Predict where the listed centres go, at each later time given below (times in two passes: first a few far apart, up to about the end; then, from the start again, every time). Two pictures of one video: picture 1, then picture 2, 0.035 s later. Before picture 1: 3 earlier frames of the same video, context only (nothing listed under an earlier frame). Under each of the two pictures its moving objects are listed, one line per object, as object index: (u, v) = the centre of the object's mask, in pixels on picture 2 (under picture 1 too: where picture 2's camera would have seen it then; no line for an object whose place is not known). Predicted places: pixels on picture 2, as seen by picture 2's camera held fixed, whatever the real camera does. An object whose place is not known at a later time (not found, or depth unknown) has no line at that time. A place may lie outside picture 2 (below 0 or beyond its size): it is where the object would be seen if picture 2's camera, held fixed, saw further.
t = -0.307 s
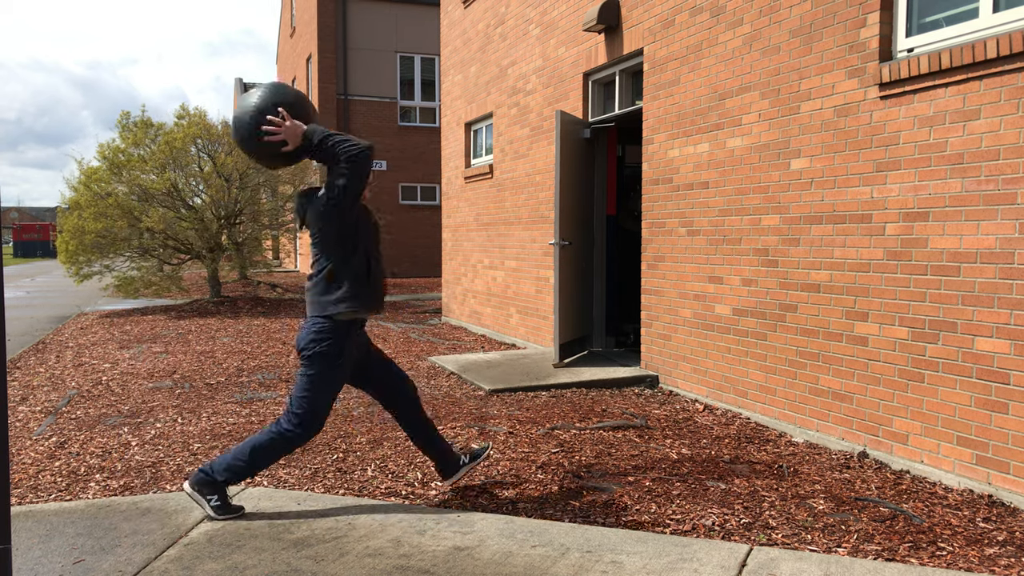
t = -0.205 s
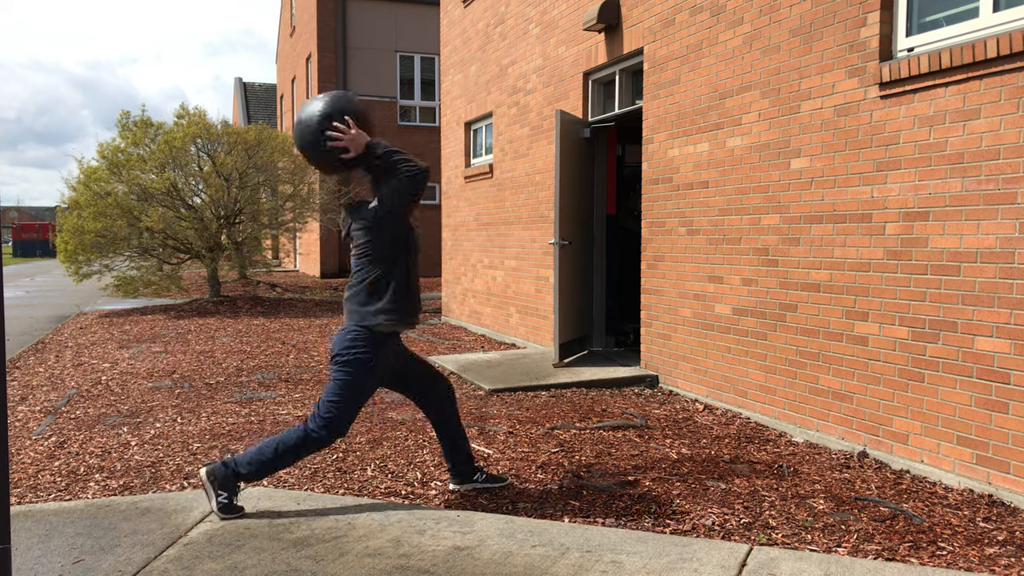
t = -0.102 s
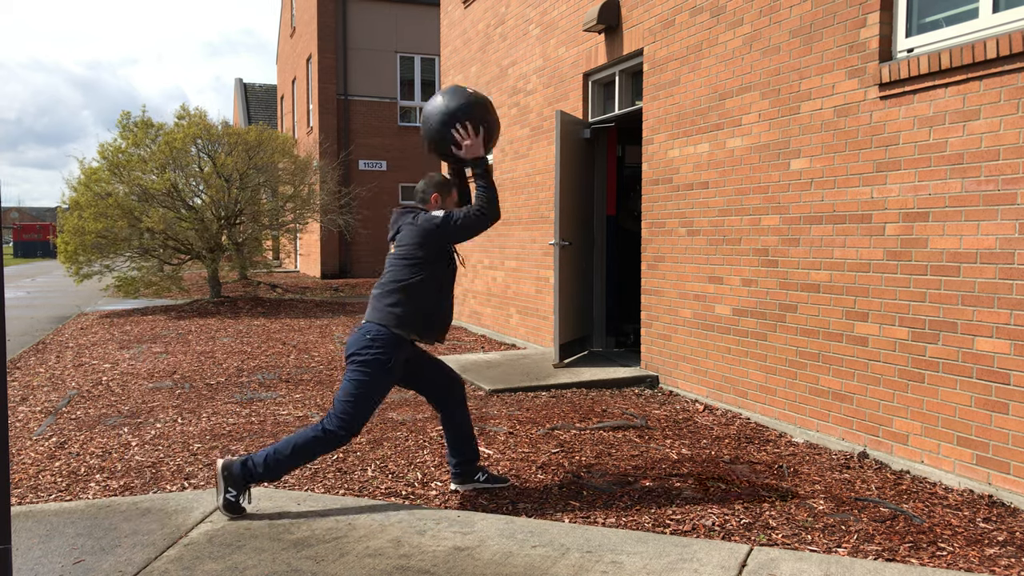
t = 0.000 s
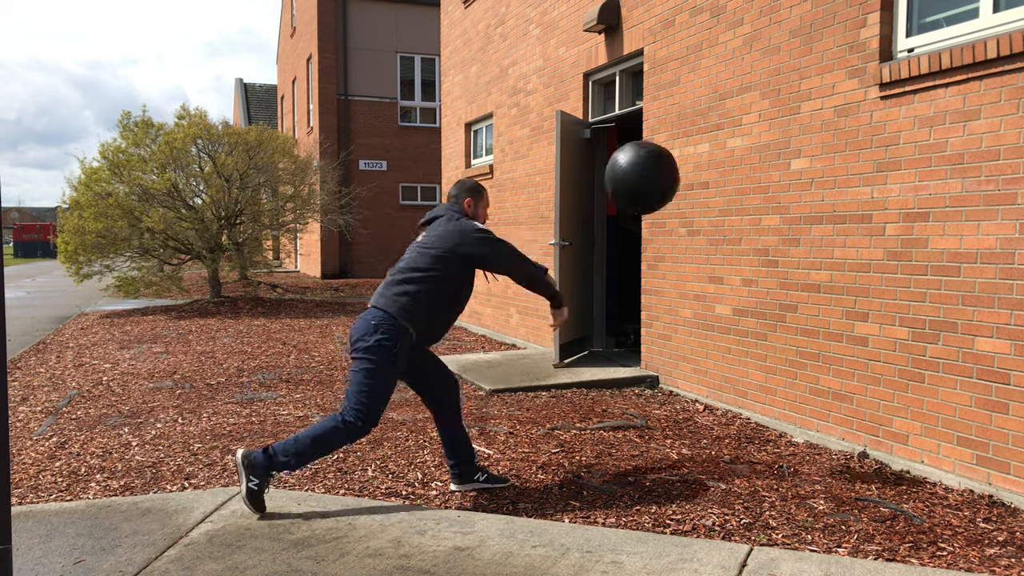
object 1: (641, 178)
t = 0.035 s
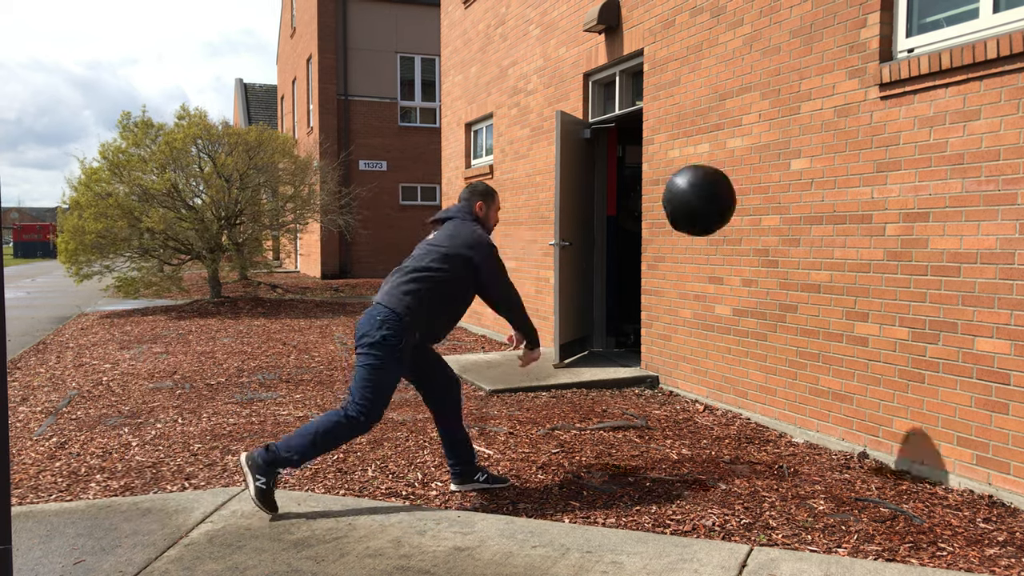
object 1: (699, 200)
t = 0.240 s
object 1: (782, 323)
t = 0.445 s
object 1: (618, 440)
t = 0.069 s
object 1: (754, 224)
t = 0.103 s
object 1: (806, 249)
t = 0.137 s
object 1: (857, 275)
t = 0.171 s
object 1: (834, 288)
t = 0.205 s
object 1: (809, 304)
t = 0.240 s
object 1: (782, 323)
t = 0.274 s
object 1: (755, 344)
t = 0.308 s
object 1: (727, 367)
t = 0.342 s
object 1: (698, 394)
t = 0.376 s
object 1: (669, 423)
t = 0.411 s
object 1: (642, 447)
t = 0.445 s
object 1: (618, 440)
